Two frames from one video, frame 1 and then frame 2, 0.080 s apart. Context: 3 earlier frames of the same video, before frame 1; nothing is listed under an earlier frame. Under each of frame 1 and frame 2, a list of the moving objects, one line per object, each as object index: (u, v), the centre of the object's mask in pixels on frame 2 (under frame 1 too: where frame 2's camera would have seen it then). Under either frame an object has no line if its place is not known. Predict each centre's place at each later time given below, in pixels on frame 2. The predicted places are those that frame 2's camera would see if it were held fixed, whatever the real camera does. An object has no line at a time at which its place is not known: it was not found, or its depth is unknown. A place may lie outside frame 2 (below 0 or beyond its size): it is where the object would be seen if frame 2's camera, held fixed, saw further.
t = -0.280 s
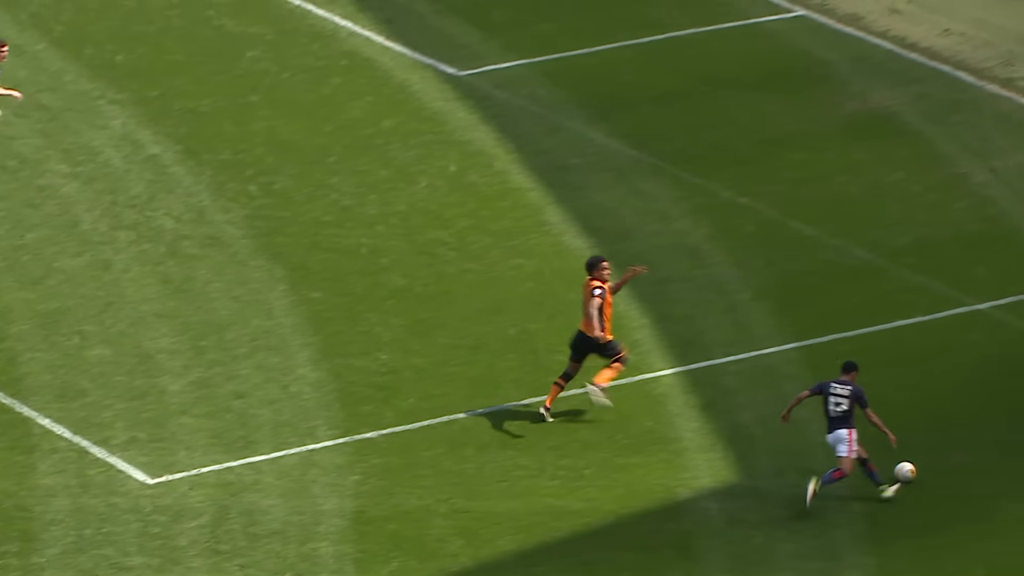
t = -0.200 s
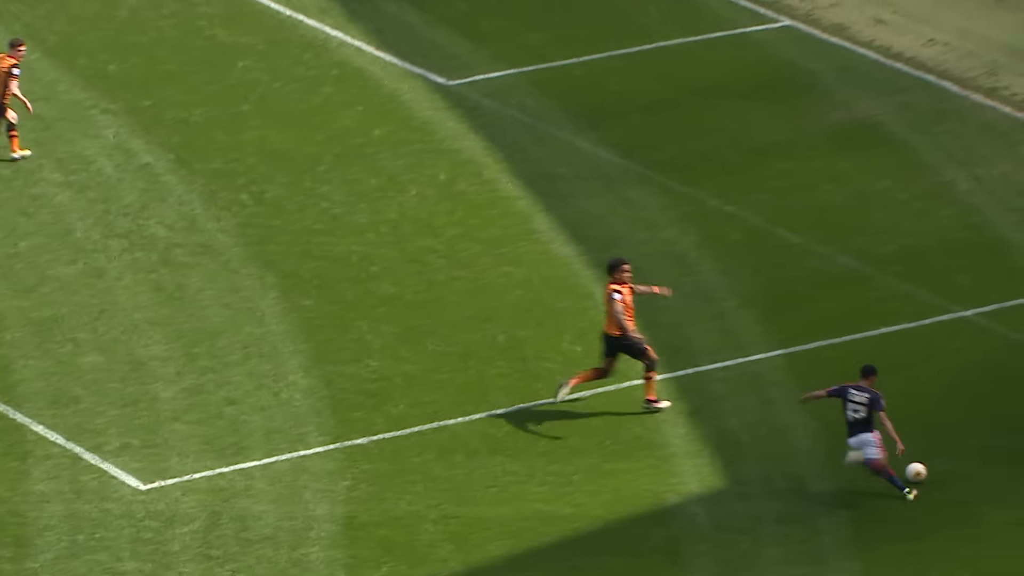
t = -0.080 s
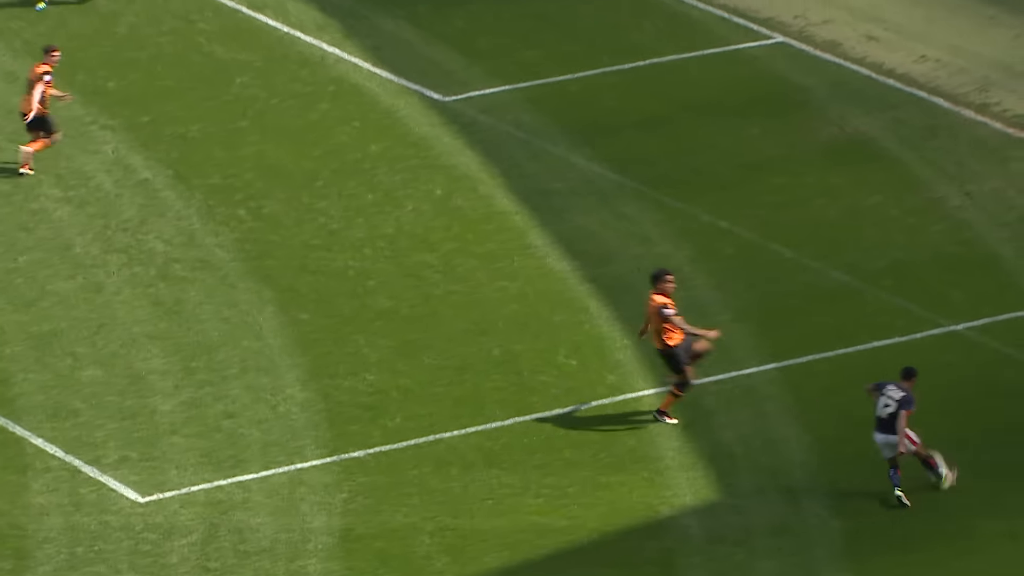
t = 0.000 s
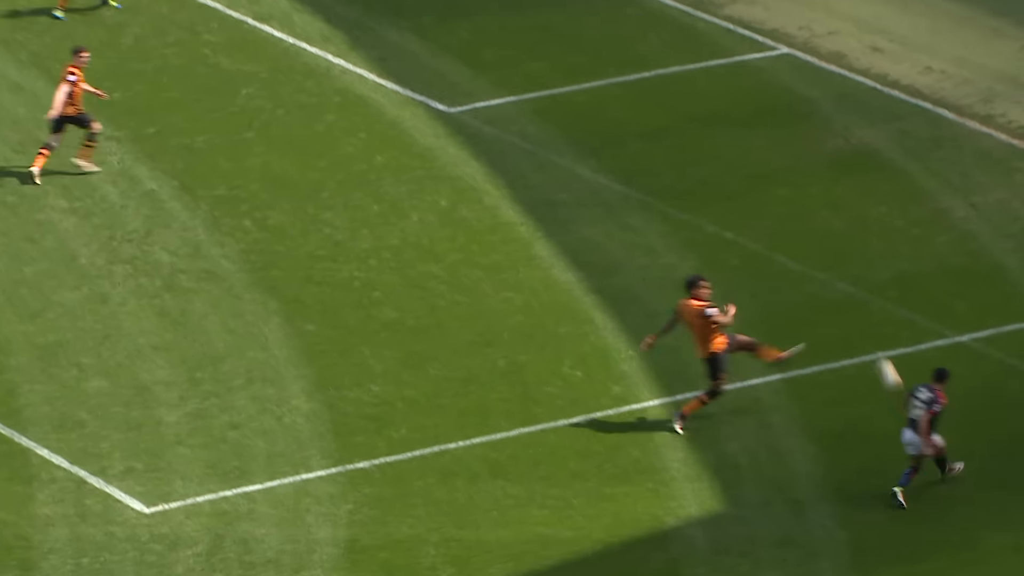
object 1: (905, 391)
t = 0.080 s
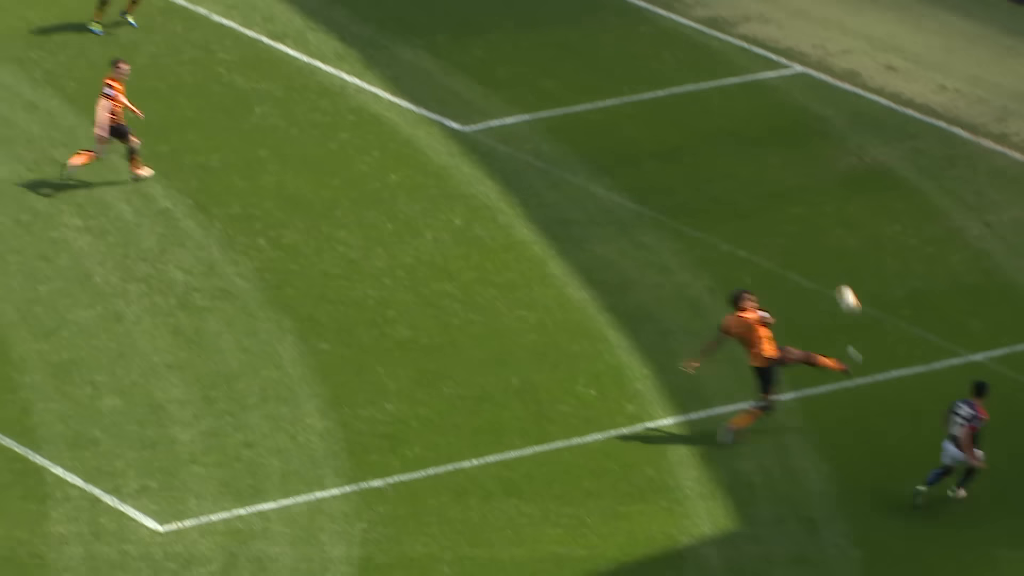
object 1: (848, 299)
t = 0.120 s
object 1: (820, 257)
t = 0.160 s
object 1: (792, 217)
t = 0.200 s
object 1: (766, 179)
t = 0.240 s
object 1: (739, 144)
